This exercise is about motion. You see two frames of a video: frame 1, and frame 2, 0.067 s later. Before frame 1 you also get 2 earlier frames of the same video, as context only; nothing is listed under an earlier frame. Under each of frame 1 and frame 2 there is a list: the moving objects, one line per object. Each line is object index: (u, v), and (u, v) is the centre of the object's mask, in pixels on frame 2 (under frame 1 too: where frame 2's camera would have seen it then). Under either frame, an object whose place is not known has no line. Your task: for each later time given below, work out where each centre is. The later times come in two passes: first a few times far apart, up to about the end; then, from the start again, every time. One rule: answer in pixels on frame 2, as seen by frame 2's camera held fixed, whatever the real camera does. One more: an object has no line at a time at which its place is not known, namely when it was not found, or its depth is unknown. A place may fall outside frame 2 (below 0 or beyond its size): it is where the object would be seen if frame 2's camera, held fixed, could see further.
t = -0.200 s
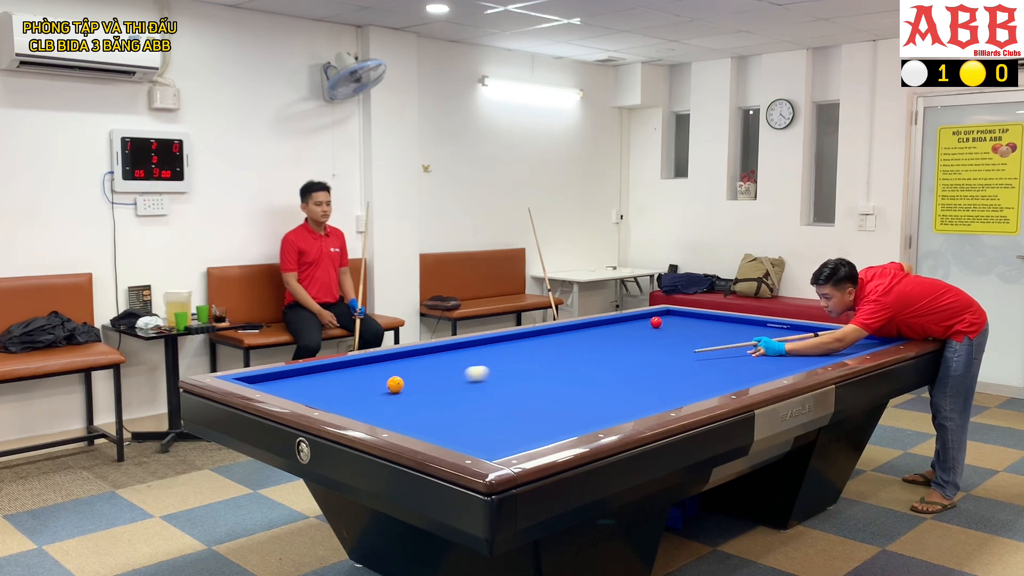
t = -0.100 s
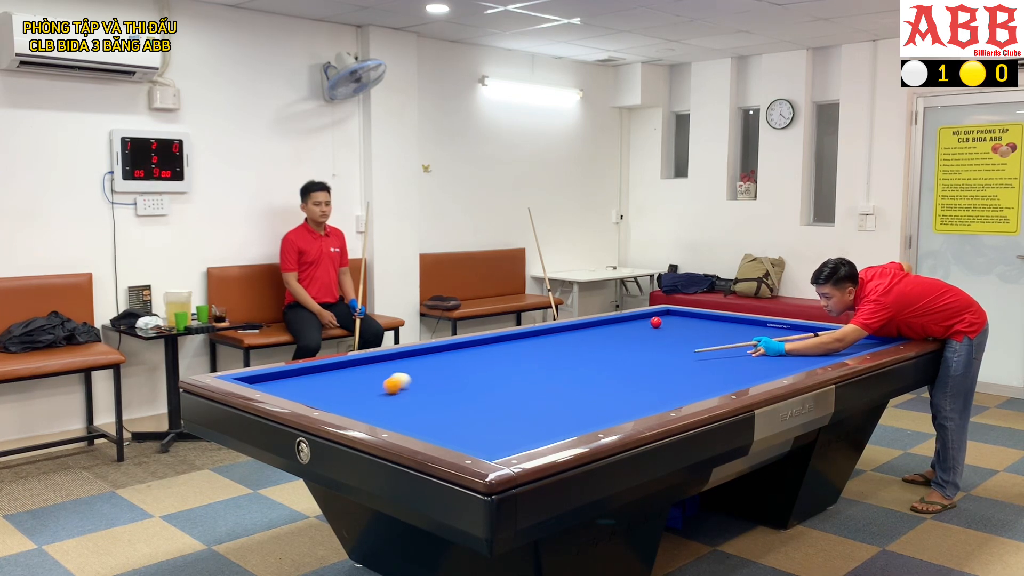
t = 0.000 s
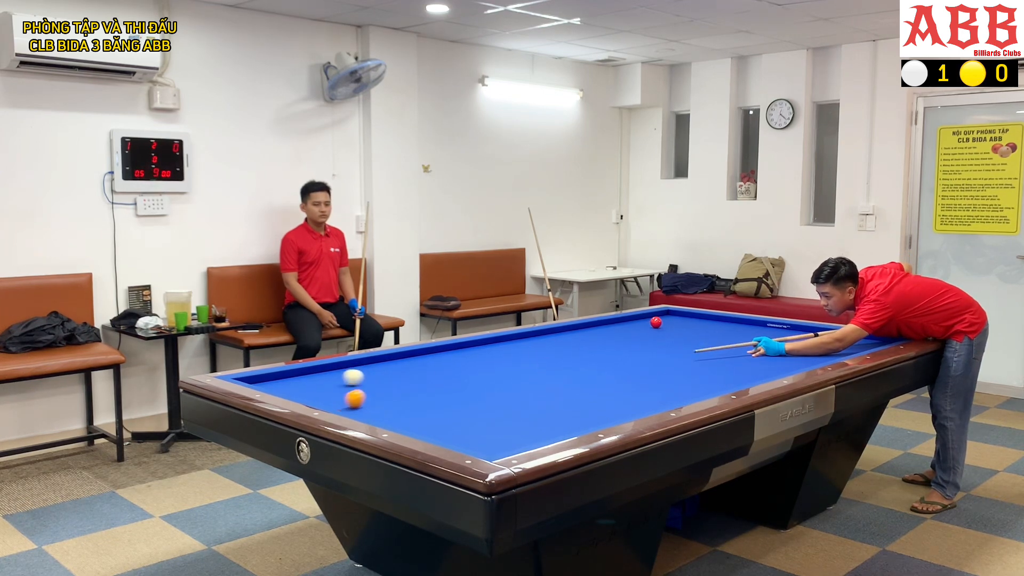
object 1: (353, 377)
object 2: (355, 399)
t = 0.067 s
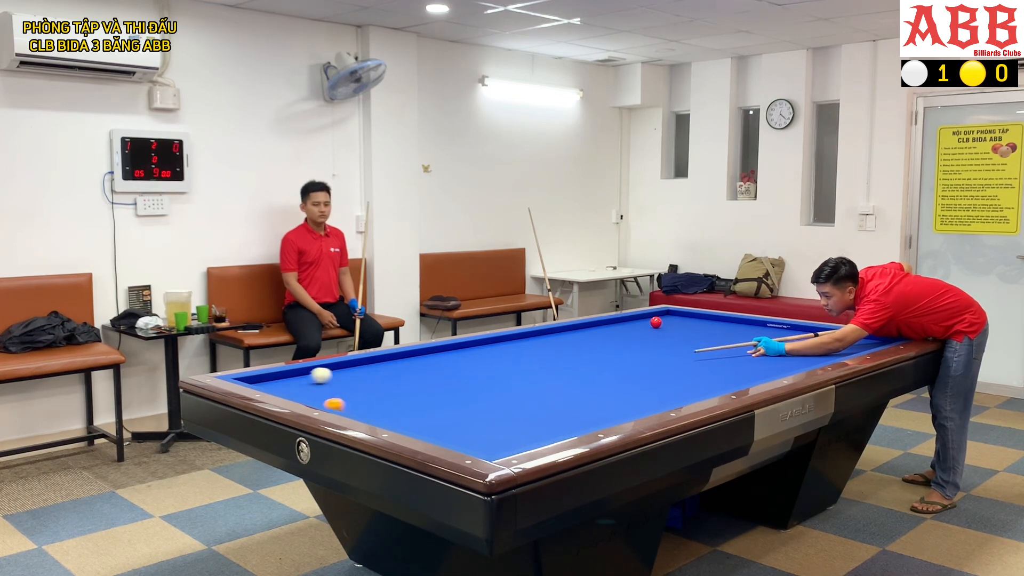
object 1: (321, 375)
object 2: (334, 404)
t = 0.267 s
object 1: (270, 384)
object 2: (415, 397)
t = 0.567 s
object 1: (376, 390)
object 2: (503, 385)
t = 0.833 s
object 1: (466, 394)
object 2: (573, 377)
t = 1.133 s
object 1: (570, 398)
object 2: (643, 368)
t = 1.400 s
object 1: (664, 401)
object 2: (700, 361)
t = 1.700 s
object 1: (667, 386)
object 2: (759, 354)
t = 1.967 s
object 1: (665, 372)
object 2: (807, 348)
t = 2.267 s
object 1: (663, 358)
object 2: (855, 342)
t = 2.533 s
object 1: (661, 349)
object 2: (895, 337)
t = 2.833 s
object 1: (660, 339)
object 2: (883, 341)
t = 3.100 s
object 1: (658, 331)
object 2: (872, 345)
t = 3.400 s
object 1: (658, 324)
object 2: (854, 350)
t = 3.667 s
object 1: (660, 323)
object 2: (838, 353)
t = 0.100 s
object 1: (304, 375)
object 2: (349, 405)
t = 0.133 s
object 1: (288, 374)
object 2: (363, 403)
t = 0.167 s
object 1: (279, 375)
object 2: (377, 401)
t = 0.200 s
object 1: (276, 378)
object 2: (390, 399)
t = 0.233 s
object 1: (274, 382)
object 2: (403, 398)
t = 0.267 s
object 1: (270, 384)
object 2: (415, 397)
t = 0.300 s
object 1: (269, 385)
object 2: (425, 395)
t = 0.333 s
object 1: (283, 387)
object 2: (436, 394)
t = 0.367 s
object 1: (298, 388)
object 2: (446, 392)
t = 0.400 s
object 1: (312, 389)
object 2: (456, 391)
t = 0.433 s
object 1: (326, 389)
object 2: (466, 390)
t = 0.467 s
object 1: (339, 389)
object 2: (475, 389)
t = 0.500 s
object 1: (352, 390)
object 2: (485, 387)
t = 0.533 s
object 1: (364, 390)
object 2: (494, 386)
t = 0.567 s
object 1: (376, 390)
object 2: (503, 385)
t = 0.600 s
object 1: (387, 391)
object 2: (512, 384)
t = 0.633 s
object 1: (399, 391)
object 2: (521, 383)
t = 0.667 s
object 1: (410, 392)
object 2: (530, 382)
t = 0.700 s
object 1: (421, 392)
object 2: (539, 381)
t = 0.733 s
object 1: (433, 392)
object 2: (548, 380)
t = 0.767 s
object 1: (444, 393)
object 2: (556, 379)
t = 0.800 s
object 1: (455, 393)
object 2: (564, 377)
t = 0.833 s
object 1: (466, 394)
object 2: (573, 377)
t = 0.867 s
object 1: (478, 394)
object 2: (581, 375)
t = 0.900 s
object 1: (489, 395)
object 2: (589, 375)
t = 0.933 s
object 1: (500, 395)
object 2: (597, 373)
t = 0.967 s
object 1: (512, 396)
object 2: (605, 372)
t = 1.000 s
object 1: (523, 397)
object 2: (613, 372)
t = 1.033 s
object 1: (535, 397)
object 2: (620, 371)
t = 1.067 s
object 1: (546, 397)
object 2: (628, 370)
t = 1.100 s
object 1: (558, 398)
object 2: (636, 369)
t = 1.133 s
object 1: (570, 398)
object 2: (643, 368)
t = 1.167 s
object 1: (581, 399)
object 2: (651, 367)
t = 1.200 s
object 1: (593, 400)
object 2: (658, 366)
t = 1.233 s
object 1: (605, 400)
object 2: (665, 366)
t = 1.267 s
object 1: (617, 401)
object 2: (672, 365)
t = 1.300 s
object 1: (629, 401)
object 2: (679, 364)
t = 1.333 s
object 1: (640, 402)
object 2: (686, 363)
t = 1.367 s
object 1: (652, 402)
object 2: (693, 362)
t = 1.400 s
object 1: (664, 401)
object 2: (700, 361)
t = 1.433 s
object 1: (673, 400)
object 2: (707, 361)
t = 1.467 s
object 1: (672, 399)
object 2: (714, 359)
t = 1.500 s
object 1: (670, 397)
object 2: (720, 359)
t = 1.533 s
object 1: (669, 395)
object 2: (727, 358)
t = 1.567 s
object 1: (669, 394)
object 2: (733, 357)
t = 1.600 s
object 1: (668, 391)
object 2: (740, 356)
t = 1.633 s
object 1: (668, 389)
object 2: (746, 356)
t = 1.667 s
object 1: (668, 388)
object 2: (753, 355)
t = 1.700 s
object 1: (667, 386)
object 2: (759, 354)
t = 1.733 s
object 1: (667, 384)
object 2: (765, 354)
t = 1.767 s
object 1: (667, 382)
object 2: (771, 353)
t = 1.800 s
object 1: (667, 380)
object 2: (777, 352)
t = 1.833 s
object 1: (666, 379)
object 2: (783, 351)
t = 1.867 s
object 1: (666, 377)
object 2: (789, 351)
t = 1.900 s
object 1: (666, 375)
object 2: (795, 350)
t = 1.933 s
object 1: (665, 374)
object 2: (801, 349)
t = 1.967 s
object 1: (665, 372)
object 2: (807, 348)
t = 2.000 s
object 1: (665, 370)
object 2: (812, 348)
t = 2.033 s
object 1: (664, 369)
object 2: (817, 347)
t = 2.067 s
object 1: (664, 367)
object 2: (823, 347)
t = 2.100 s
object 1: (664, 366)
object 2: (829, 346)
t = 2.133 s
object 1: (664, 364)
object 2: (834, 345)
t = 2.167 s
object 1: (663, 363)
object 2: (840, 344)
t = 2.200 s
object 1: (663, 361)
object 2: (845, 344)
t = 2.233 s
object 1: (663, 360)
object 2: (850, 343)
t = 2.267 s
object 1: (663, 358)
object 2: (855, 342)
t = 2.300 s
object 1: (662, 357)
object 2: (861, 342)
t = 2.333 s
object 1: (662, 356)
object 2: (866, 341)
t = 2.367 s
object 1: (662, 355)
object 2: (871, 340)
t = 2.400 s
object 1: (662, 353)
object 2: (876, 340)
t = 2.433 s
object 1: (662, 352)
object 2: (881, 339)
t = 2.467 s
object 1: (662, 351)
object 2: (885, 338)
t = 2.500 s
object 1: (661, 350)
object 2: (890, 338)
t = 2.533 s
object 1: (661, 349)
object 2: (895, 337)
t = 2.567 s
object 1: (661, 347)
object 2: (894, 337)
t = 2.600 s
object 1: (661, 346)
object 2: (892, 338)
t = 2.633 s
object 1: (661, 345)
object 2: (891, 338)
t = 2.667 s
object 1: (661, 344)
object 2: (889, 339)
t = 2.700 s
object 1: (660, 343)
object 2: (888, 339)
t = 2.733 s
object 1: (660, 342)
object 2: (887, 340)
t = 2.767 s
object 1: (660, 341)
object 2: (886, 340)
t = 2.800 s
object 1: (660, 340)
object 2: (884, 341)
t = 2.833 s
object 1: (660, 339)
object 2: (883, 341)
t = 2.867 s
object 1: (660, 338)
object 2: (882, 342)
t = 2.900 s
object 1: (659, 337)
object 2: (881, 342)
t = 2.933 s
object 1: (659, 336)
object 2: (880, 343)
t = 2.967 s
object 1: (659, 335)
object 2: (879, 343)
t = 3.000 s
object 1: (659, 334)
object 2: (878, 344)
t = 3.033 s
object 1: (659, 333)
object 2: (876, 344)
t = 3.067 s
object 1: (659, 332)
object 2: (874, 345)
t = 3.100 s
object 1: (658, 331)
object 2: (872, 345)
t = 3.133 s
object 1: (658, 330)
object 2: (870, 346)
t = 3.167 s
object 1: (658, 329)
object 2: (868, 346)
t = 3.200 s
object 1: (658, 328)
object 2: (866, 347)
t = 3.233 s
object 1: (658, 327)
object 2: (864, 347)
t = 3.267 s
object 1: (658, 327)
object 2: (862, 348)
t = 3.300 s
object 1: (658, 326)
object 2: (860, 348)
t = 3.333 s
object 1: (657, 325)
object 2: (858, 349)
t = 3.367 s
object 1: (658, 324)
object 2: (856, 349)
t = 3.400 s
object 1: (658, 324)
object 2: (854, 350)
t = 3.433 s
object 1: (658, 324)
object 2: (852, 350)
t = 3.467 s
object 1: (658, 324)
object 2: (850, 350)
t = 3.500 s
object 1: (659, 324)
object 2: (848, 351)
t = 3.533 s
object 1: (659, 323)
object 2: (846, 351)
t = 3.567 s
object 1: (659, 323)
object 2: (844, 352)
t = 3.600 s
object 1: (659, 323)
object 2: (842, 352)
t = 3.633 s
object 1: (659, 323)
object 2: (840, 353)
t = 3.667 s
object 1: (660, 323)
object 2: (838, 353)
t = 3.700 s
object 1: (660, 322)
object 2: (836, 354)
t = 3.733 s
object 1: (660, 322)
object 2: (834, 354)
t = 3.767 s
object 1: (660, 322)
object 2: (831, 355)
